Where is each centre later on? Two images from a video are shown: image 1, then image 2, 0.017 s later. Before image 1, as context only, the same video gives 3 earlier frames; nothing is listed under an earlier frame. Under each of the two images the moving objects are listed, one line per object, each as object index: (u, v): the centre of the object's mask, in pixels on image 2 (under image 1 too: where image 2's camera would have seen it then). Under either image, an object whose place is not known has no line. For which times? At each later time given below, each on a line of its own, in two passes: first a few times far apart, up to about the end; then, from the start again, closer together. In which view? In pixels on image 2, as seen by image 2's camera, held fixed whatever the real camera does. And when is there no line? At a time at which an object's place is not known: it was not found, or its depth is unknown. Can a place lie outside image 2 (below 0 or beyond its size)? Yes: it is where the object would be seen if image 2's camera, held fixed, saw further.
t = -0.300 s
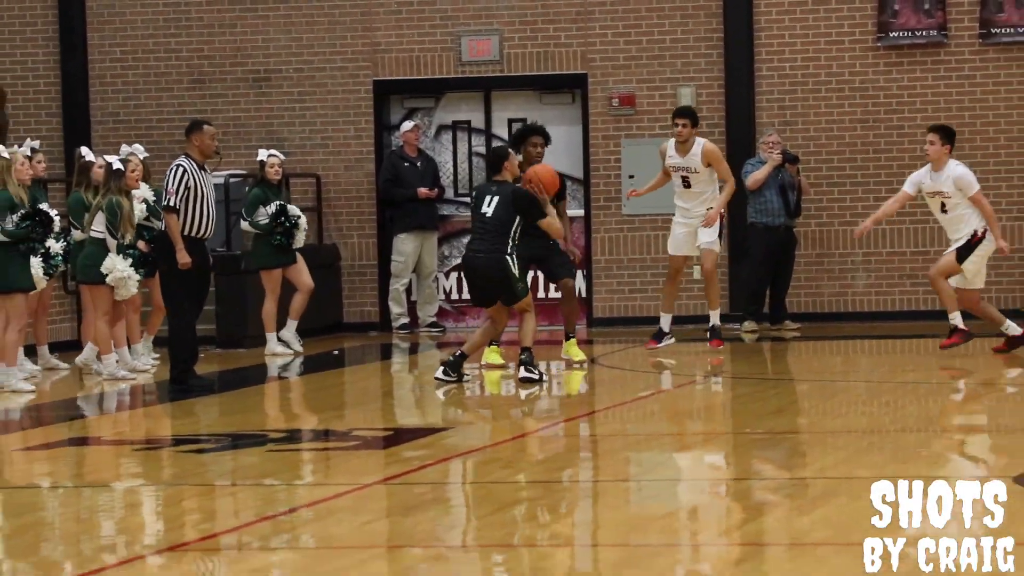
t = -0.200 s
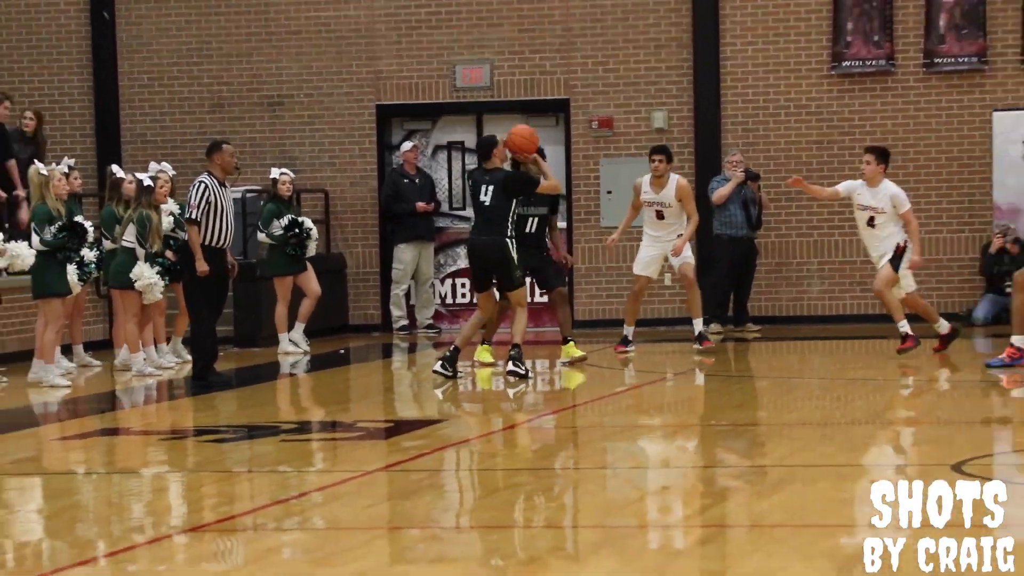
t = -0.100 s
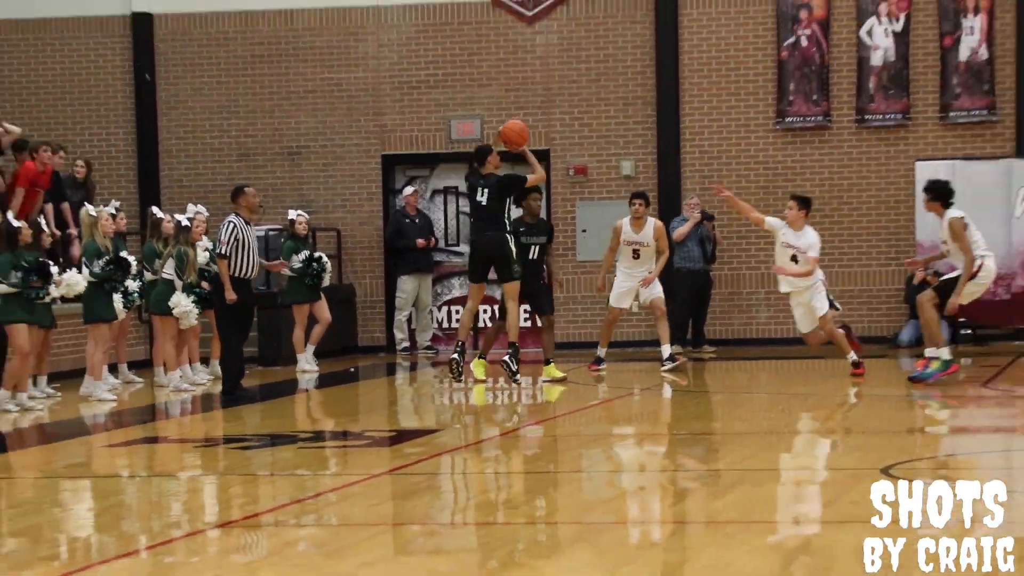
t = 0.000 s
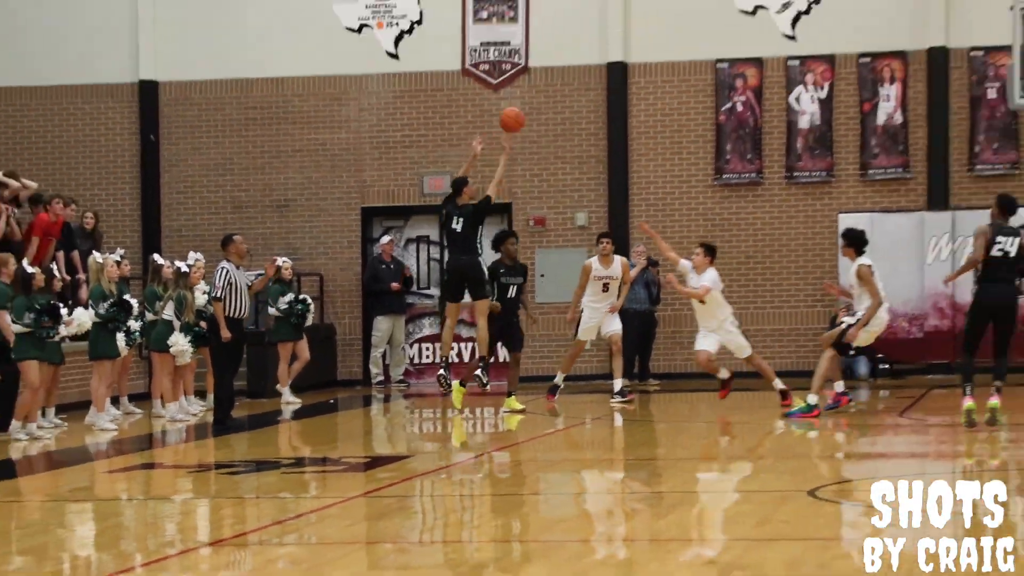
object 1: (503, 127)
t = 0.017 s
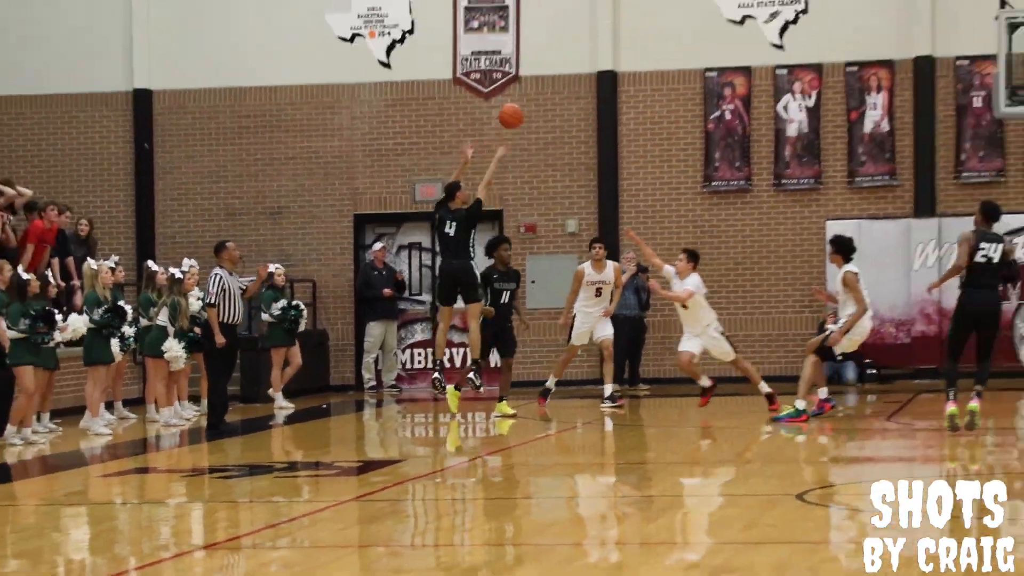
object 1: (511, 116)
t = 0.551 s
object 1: (759, -111)
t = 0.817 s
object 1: (876, -114)
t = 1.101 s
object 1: (1000, -39)
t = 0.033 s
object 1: (520, 104)
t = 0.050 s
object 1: (528, 92)
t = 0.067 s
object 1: (537, 81)
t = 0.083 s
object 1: (546, 70)
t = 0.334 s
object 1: (663, -56)
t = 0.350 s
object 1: (670, -62)
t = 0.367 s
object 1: (677, -67)
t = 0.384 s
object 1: (684, -73)
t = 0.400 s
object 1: (691, -78)
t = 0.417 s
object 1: (699, -83)
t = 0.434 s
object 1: (707, -87)
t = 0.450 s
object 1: (714, -92)
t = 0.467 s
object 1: (722, -95)
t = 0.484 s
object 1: (729, -99)
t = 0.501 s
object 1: (736, -102)
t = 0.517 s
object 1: (744, -106)
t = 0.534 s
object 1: (751, -109)
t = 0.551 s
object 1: (759, -111)
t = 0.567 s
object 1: (766, -114)
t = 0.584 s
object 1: (773, -116)
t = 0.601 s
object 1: (781, -118)
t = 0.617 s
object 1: (788, -119)
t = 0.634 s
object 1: (795, -121)
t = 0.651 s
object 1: (803, -121)
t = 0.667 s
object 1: (810, -122)
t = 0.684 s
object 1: (817, -122)
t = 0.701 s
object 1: (825, -122)
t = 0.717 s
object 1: (832, -122)
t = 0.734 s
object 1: (840, -121)
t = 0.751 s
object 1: (847, -120)
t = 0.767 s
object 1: (855, -119)
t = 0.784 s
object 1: (862, -118)
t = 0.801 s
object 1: (869, -116)
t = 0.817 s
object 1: (876, -114)
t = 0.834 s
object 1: (884, -112)
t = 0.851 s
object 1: (891, -109)
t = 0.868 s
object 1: (898, -106)
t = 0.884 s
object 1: (906, -103)
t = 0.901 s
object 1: (913, -100)
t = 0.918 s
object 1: (920, -97)
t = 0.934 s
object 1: (928, -93)
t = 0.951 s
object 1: (935, -88)
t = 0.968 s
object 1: (942, -84)
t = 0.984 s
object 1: (949, -79)
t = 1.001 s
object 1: (956, -74)
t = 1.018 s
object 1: (964, -69)
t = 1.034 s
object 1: (971, -64)
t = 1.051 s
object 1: (979, -58)
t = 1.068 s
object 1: (986, -52)
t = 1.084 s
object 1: (993, -45)
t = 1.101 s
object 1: (1000, -39)
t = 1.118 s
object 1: (1007, -32)
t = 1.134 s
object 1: (1015, -25)
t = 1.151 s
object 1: (1022, -17)
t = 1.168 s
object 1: (1029, -10)
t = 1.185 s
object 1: (1036, -2)
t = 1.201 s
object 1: (1043, 6)
